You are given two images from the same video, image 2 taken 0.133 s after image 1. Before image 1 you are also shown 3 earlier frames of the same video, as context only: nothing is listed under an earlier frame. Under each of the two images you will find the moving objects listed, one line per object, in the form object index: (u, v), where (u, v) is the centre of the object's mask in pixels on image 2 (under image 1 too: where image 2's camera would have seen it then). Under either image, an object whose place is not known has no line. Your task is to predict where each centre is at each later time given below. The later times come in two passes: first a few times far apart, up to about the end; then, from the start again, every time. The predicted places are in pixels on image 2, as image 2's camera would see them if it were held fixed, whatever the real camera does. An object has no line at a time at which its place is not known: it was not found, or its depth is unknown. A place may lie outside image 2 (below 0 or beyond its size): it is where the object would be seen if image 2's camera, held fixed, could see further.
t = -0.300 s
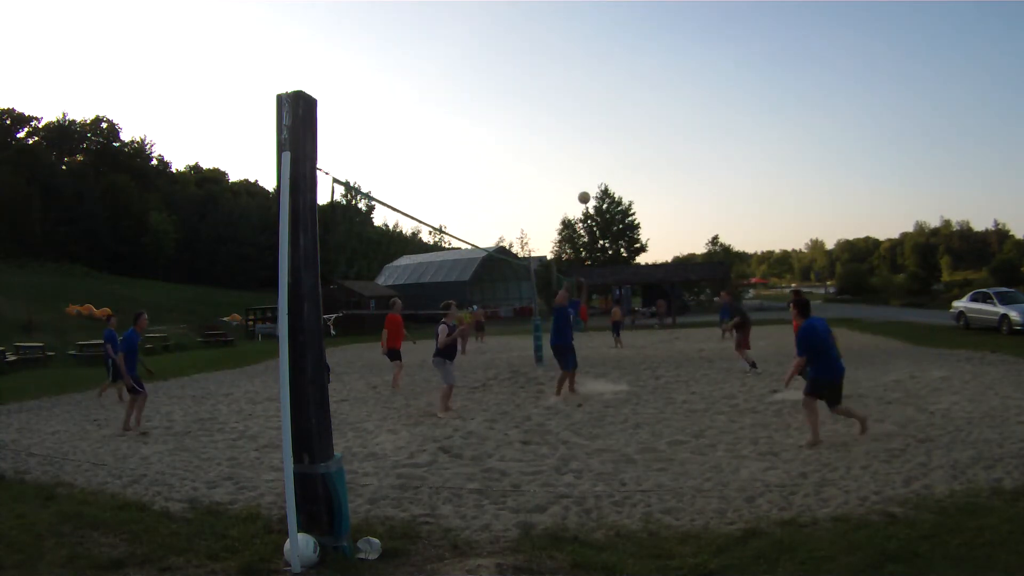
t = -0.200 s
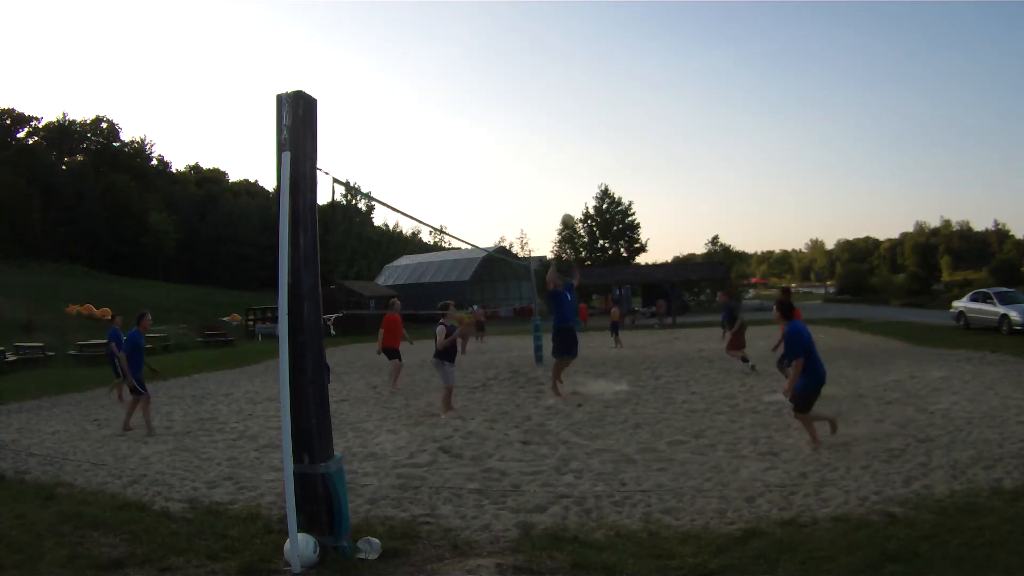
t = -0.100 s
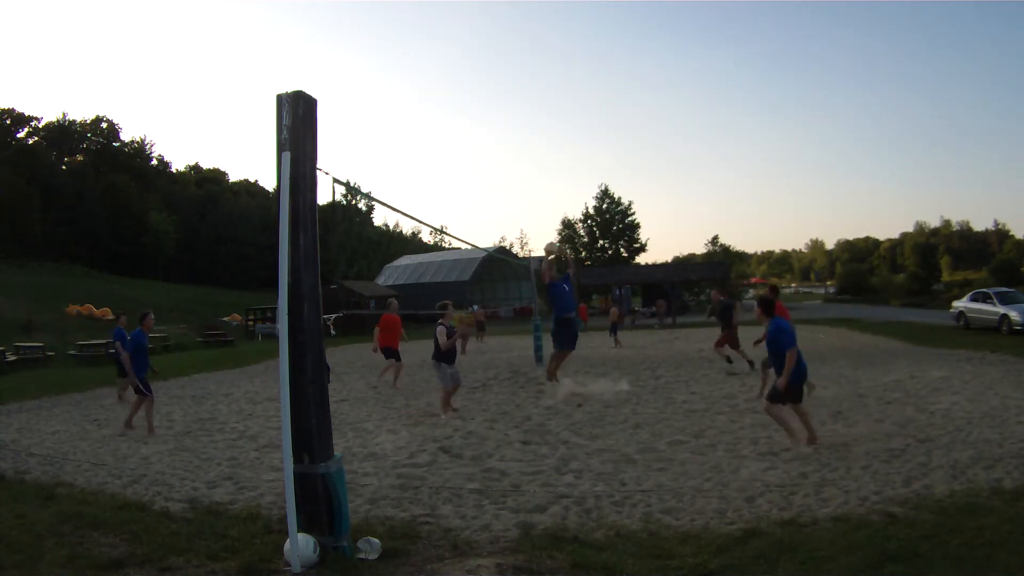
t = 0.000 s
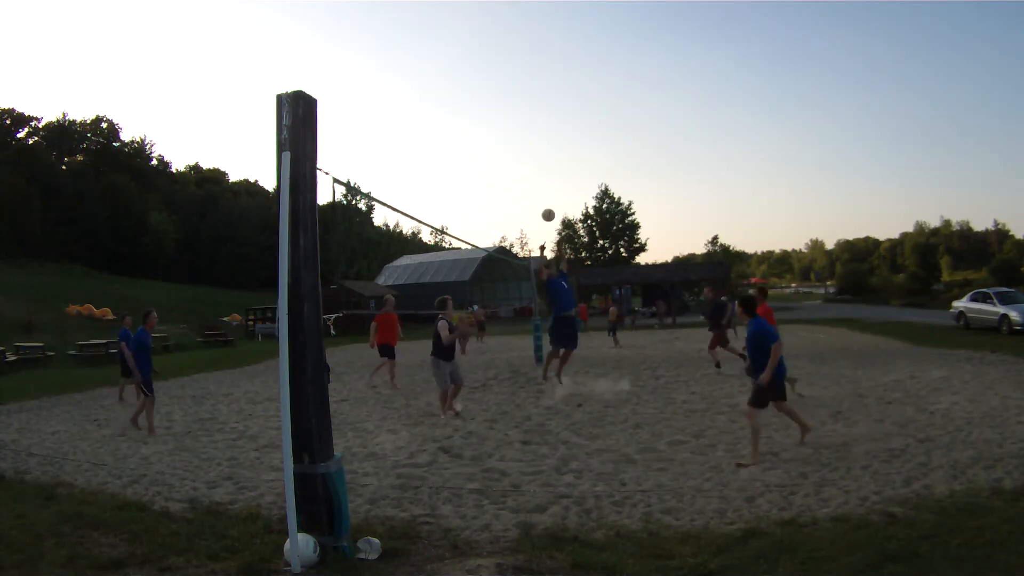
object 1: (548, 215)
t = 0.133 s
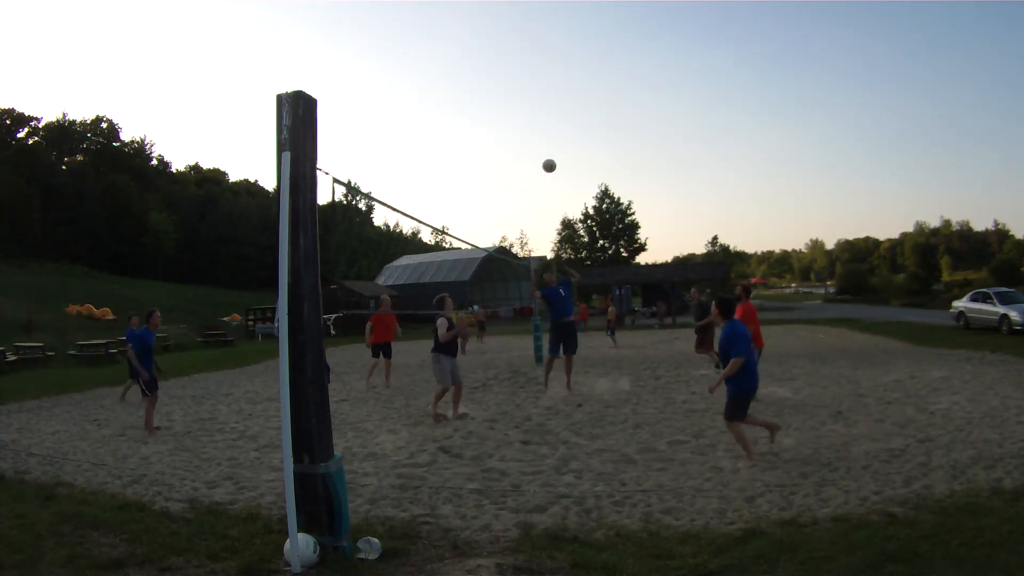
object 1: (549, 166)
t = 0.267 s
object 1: (551, 125)
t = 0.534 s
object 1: (559, 73)
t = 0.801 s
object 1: (575, 69)
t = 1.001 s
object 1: (592, 108)
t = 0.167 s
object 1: (549, 155)
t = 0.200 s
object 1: (550, 144)
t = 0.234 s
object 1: (550, 134)
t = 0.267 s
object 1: (551, 125)
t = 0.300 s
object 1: (551, 116)
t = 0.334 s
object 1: (552, 108)
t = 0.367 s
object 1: (553, 100)
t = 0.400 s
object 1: (554, 94)
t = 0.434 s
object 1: (555, 87)
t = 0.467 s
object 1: (556, 82)
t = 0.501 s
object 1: (557, 77)
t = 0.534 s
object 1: (559, 73)
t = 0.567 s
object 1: (560, 70)
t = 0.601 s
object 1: (562, 67)
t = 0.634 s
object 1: (564, 65)
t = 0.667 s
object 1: (566, 64)
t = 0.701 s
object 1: (568, 64)
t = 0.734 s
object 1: (570, 65)
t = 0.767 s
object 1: (573, 66)
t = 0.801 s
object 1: (575, 69)
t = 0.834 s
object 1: (578, 73)
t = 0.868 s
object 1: (581, 77)
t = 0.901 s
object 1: (583, 83)
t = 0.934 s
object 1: (586, 90)
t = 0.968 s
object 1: (589, 98)
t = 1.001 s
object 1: (592, 108)
